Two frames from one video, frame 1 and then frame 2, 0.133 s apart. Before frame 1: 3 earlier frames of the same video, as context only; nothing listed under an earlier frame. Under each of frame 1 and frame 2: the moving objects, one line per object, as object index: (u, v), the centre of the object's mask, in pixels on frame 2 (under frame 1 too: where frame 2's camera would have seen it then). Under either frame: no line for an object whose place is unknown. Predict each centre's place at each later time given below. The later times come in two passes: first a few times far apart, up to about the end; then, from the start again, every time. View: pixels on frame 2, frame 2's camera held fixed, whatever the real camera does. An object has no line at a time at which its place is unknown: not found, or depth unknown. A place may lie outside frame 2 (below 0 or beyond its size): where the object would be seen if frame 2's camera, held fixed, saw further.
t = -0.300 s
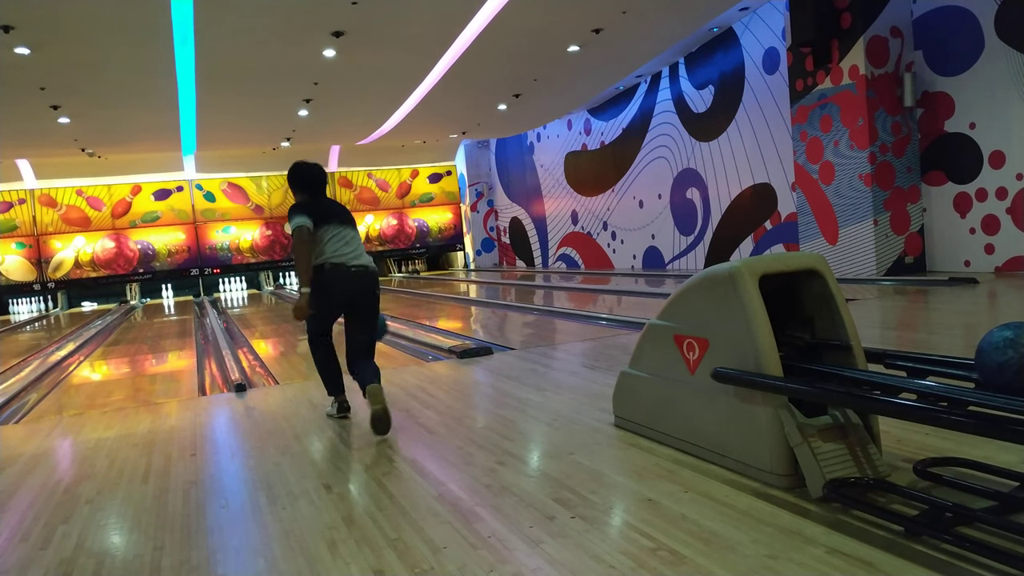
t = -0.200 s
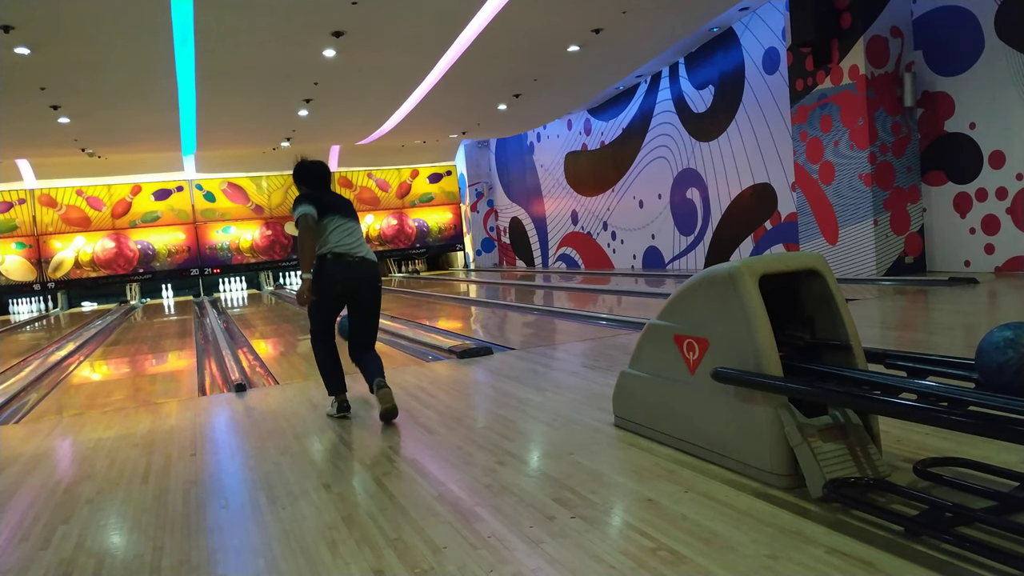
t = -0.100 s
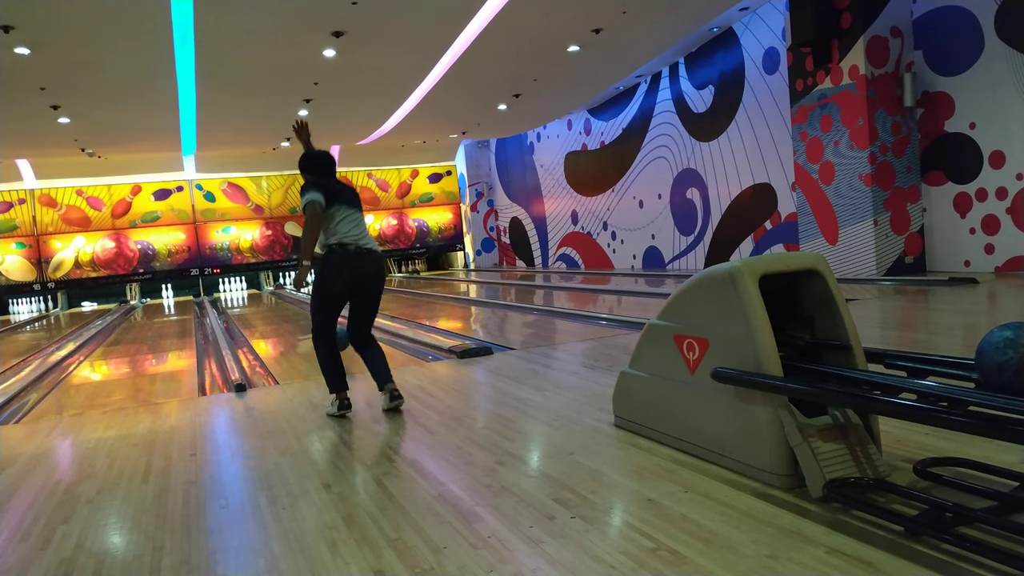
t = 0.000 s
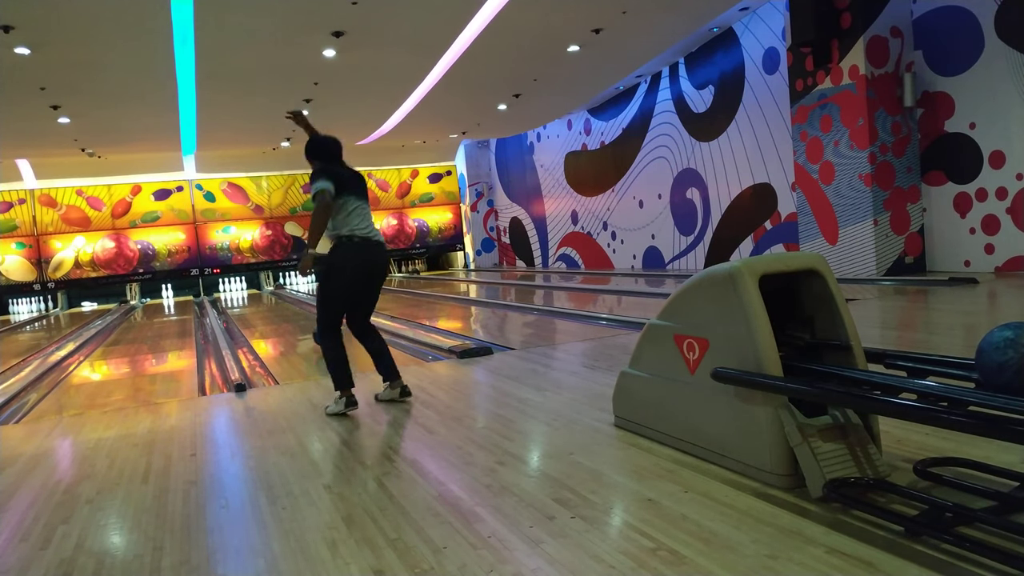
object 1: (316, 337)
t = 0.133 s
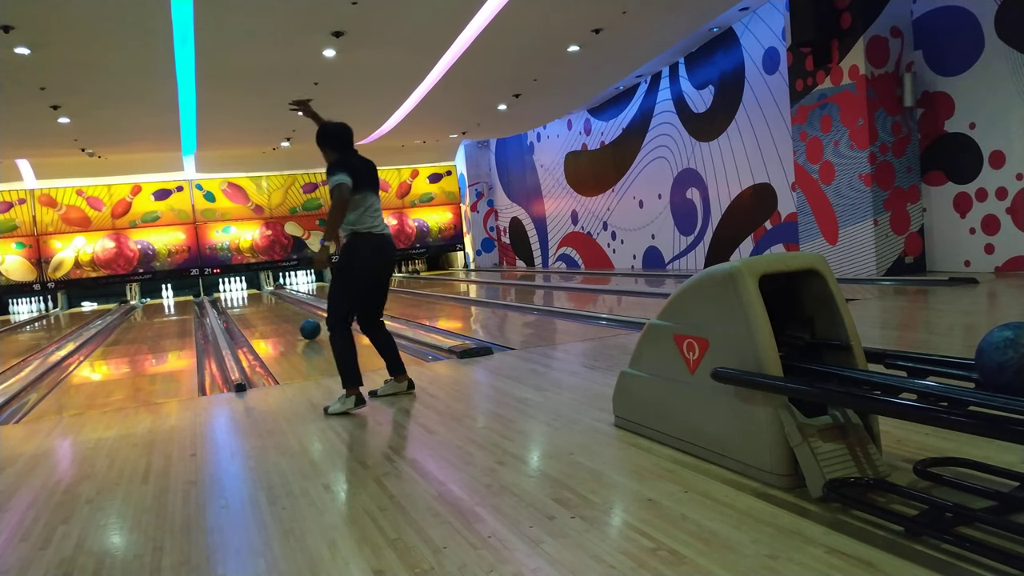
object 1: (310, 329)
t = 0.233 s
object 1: (301, 325)
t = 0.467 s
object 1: (285, 316)
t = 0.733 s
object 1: (272, 308)
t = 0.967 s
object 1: (263, 303)
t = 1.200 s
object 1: (255, 299)
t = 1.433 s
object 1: (249, 297)
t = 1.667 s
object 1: (244, 294)
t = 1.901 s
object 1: (239, 292)
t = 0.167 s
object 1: (307, 328)
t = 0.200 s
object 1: (304, 326)
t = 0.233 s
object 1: (301, 325)
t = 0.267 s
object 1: (298, 323)
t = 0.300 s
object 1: (296, 322)
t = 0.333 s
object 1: (293, 321)
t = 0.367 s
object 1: (291, 320)
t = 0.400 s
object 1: (289, 318)
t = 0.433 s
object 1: (287, 317)
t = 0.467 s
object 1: (285, 316)
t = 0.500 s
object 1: (283, 315)
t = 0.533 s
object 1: (281, 314)
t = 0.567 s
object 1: (279, 313)
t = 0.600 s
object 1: (278, 312)
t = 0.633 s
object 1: (276, 311)
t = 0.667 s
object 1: (275, 310)
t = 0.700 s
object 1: (273, 309)
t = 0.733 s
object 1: (272, 308)
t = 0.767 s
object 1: (270, 308)
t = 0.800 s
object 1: (269, 307)
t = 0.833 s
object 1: (268, 306)
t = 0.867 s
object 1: (266, 306)
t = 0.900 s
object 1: (265, 305)
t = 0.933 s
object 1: (264, 304)
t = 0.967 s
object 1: (263, 303)
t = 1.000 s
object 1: (262, 303)
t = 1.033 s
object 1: (260, 302)
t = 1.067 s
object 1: (260, 302)
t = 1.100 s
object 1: (258, 301)
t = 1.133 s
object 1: (258, 300)
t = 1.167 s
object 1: (256, 300)
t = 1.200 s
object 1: (255, 299)
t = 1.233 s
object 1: (254, 299)
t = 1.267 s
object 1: (254, 299)
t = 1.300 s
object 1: (253, 298)
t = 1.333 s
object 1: (252, 298)
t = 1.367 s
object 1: (251, 297)
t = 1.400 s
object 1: (250, 297)
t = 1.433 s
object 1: (249, 297)
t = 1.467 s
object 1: (248, 296)
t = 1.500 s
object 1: (248, 296)
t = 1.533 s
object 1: (247, 296)
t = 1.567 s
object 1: (246, 295)
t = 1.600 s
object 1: (245, 295)
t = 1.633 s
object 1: (245, 294)
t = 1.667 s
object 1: (244, 294)
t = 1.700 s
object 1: (244, 294)
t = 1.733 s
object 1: (243, 294)
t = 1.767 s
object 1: (242, 293)
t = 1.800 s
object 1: (241, 293)
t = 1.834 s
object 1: (241, 293)
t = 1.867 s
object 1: (240, 292)
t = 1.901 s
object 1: (239, 292)
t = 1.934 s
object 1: (239, 292)
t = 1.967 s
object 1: (239, 292)
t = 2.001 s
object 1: (238, 291)
